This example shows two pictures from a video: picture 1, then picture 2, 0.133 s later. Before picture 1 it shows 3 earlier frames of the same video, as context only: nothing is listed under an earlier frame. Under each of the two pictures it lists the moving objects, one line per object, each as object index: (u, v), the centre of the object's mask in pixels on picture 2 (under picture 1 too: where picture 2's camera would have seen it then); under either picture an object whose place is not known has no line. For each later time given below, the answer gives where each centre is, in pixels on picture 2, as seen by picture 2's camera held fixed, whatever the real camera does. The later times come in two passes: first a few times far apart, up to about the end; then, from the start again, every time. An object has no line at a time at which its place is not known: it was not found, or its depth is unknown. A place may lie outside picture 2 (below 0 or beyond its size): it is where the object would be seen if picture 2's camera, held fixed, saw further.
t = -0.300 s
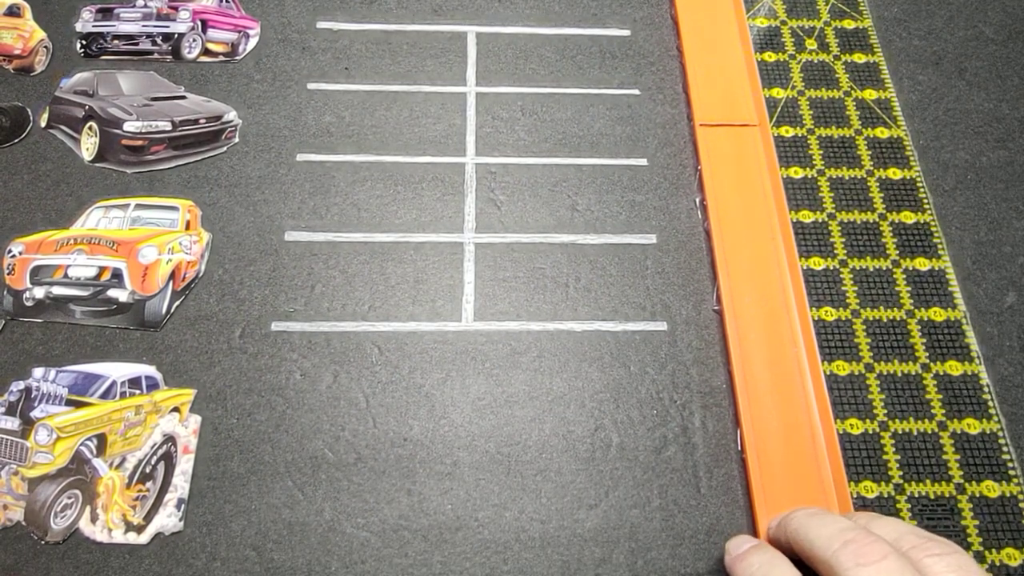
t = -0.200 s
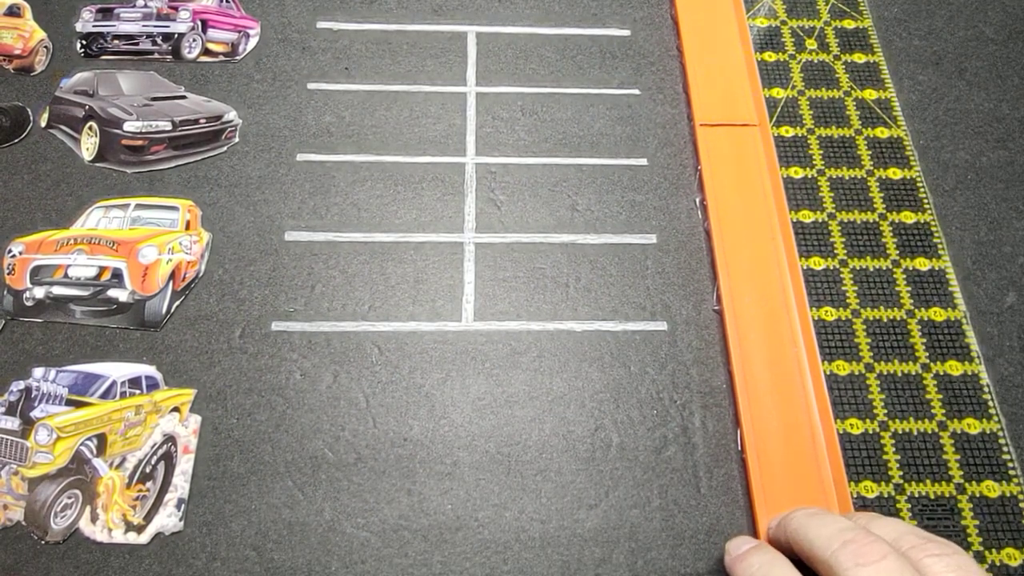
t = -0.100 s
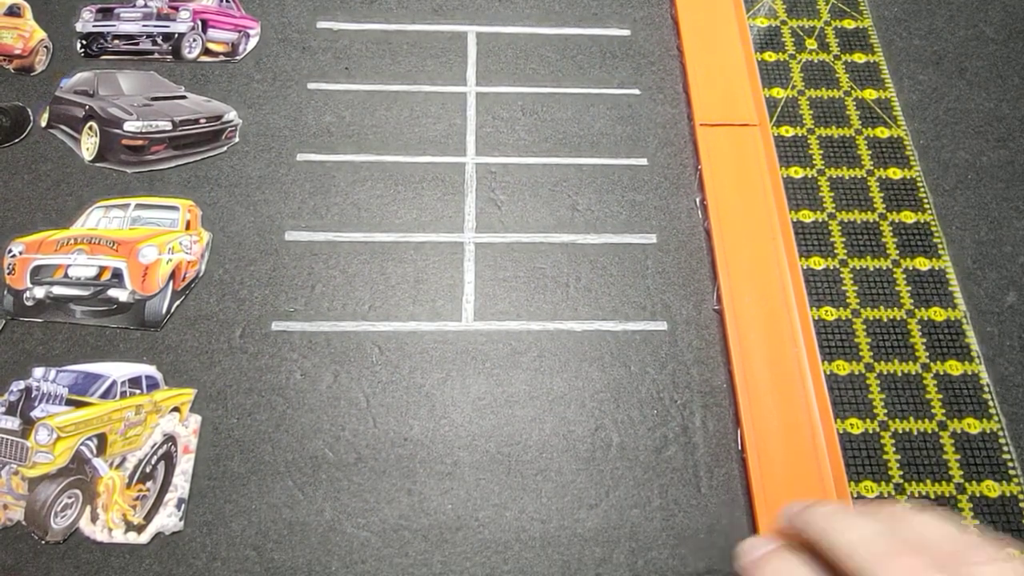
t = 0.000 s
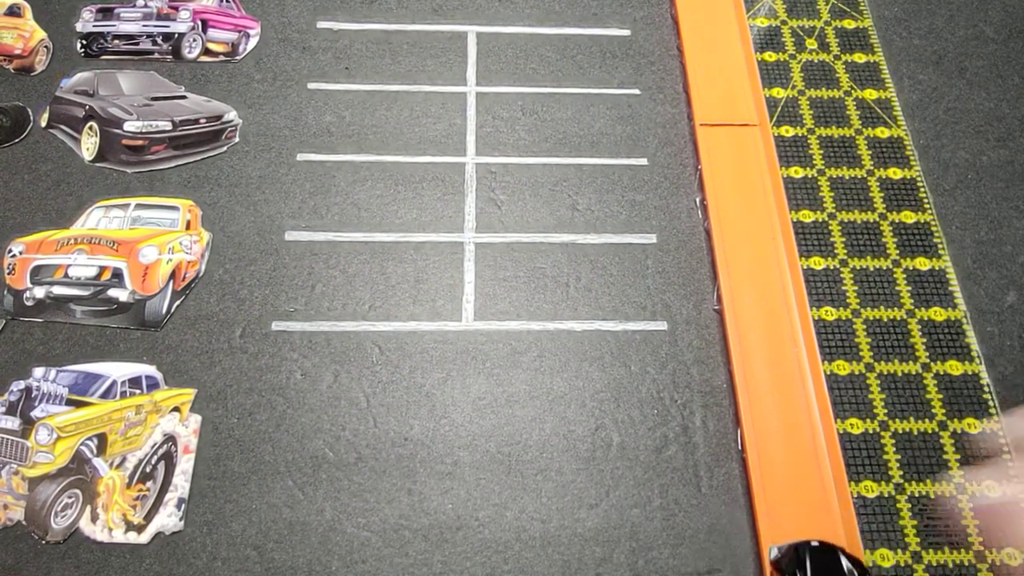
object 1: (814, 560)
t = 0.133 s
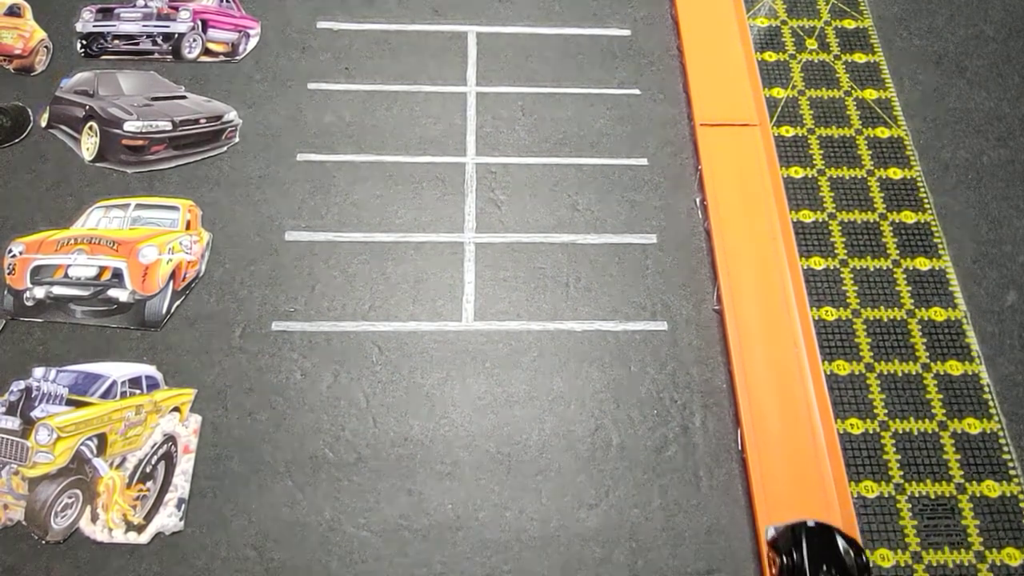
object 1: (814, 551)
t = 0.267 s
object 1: (812, 537)
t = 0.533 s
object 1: (804, 503)
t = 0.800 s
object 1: (795, 451)
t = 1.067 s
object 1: (780, 370)
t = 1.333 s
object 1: (767, 304)
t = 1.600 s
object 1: (759, 258)
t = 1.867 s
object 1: (754, 228)
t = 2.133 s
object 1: (751, 213)
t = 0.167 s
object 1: (814, 548)
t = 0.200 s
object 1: (814, 544)
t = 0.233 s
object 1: (813, 540)
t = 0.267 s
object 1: (812, 537)
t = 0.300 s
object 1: (811, 533)
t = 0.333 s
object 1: (810, 529)
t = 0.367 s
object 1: (809, 524)
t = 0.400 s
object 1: (808, 520)
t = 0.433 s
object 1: (807, 516)
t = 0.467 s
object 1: (806, 511)
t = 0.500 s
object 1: (805, 507)
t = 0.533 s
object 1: (804, 503)
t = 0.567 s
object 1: (804, 498)
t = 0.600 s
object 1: (803, 494)
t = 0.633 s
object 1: (802, 490)
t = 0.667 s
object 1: (802, 486)
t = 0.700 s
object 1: (801, 481)
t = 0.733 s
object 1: (799, 472)
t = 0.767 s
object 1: (797, 462)
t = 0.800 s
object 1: (795, 451)
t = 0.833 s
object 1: (793, 439)
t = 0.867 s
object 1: (791, 428)
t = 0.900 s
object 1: (789, 418)
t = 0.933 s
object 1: (787, 408)
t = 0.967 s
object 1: (785, 399)
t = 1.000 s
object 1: (783, 389)
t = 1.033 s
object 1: (782, 379)
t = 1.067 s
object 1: (780, 370)
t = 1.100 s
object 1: (778, 361)
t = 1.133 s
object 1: (776, 351)
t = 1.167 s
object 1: (775, 343)
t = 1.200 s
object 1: (773, 334)
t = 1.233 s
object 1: (772, 327)
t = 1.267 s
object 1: (770, 319)
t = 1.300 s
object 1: (769, 312)
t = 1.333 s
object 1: (767, 304)
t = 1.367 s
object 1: (766, 298)
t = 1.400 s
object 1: (765, 291)
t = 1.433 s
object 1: (764, 285)
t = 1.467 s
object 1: (763, 279)
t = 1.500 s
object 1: (762, 273)
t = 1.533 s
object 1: (761, 267)
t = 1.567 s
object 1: (760, 263)
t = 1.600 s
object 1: (759, 258)
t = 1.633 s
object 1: (758, 253)
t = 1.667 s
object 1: (757, 248)
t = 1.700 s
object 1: (757, 245)
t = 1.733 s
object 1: (756, 242)
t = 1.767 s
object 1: (756, 238)
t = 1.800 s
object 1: (755, 235)
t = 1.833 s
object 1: (754, 231)
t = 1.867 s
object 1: (754, 228)
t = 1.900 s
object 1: (753, 225)
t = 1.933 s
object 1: (752, 222)
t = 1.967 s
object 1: (752, 220)
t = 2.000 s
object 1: (751, 218)
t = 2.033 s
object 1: (751, 216)
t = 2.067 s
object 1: (751, 214)
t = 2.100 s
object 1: (751, 214)
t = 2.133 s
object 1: (751, 213)
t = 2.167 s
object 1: (751, 213)
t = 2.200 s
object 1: (751, 212)
